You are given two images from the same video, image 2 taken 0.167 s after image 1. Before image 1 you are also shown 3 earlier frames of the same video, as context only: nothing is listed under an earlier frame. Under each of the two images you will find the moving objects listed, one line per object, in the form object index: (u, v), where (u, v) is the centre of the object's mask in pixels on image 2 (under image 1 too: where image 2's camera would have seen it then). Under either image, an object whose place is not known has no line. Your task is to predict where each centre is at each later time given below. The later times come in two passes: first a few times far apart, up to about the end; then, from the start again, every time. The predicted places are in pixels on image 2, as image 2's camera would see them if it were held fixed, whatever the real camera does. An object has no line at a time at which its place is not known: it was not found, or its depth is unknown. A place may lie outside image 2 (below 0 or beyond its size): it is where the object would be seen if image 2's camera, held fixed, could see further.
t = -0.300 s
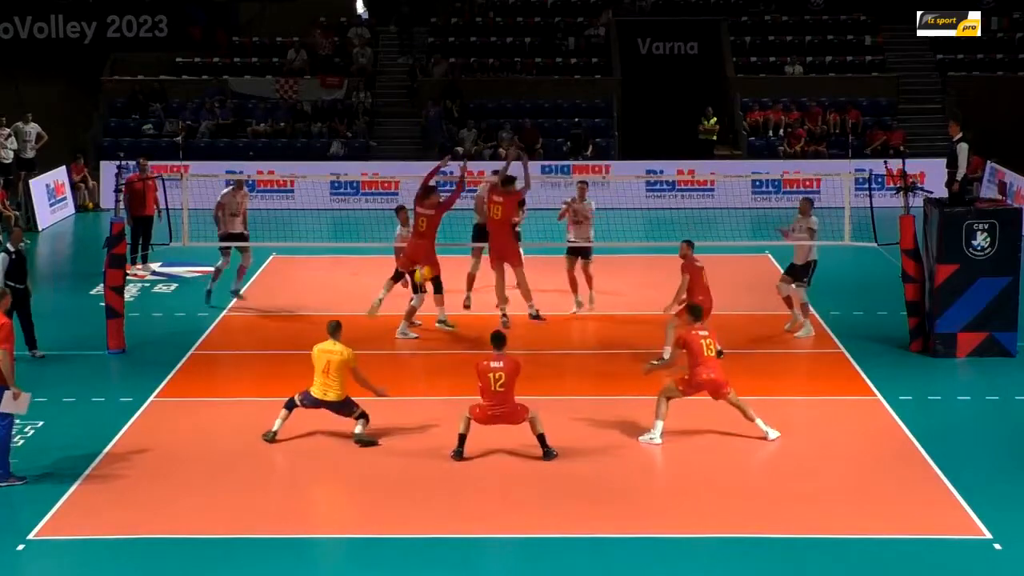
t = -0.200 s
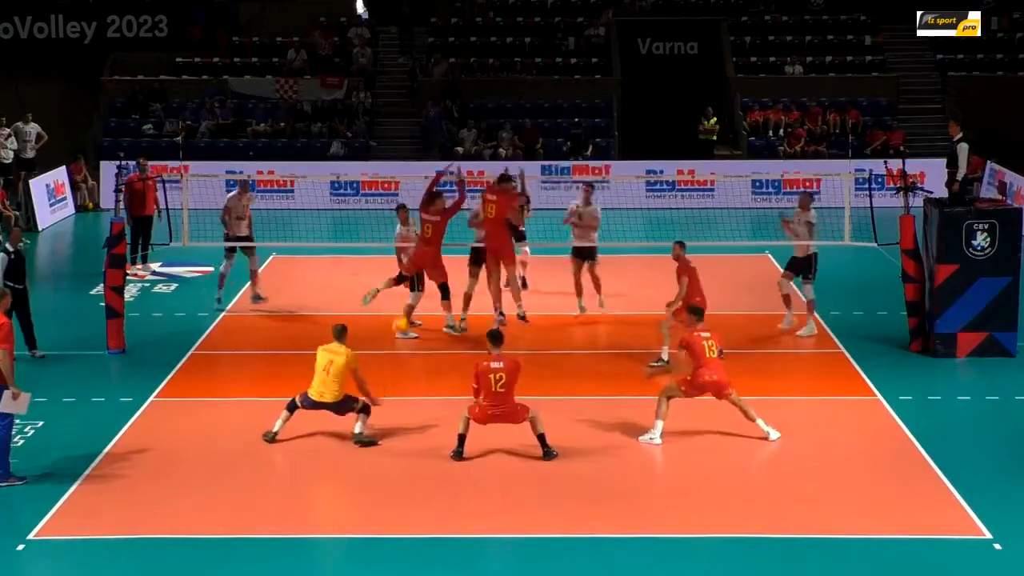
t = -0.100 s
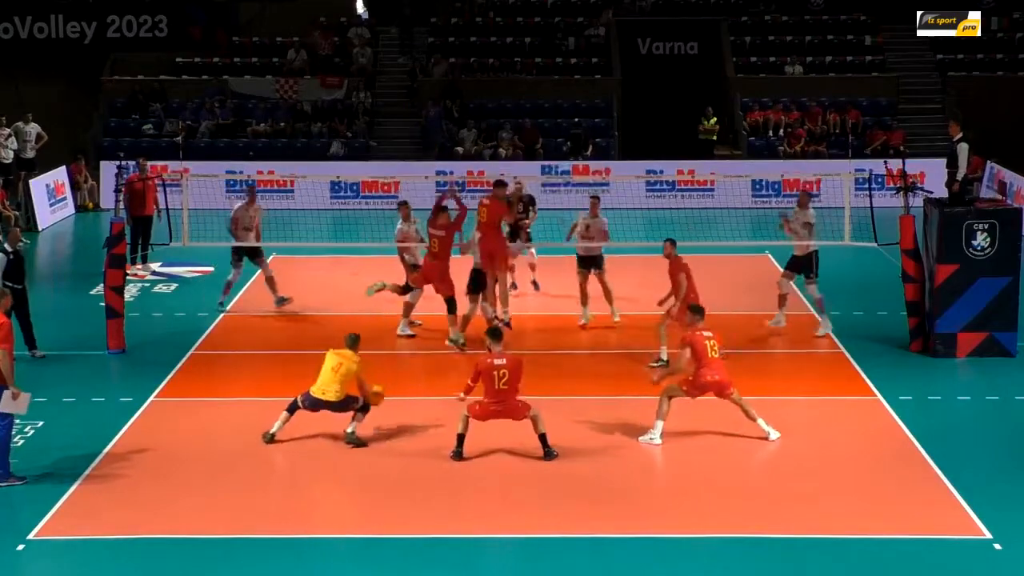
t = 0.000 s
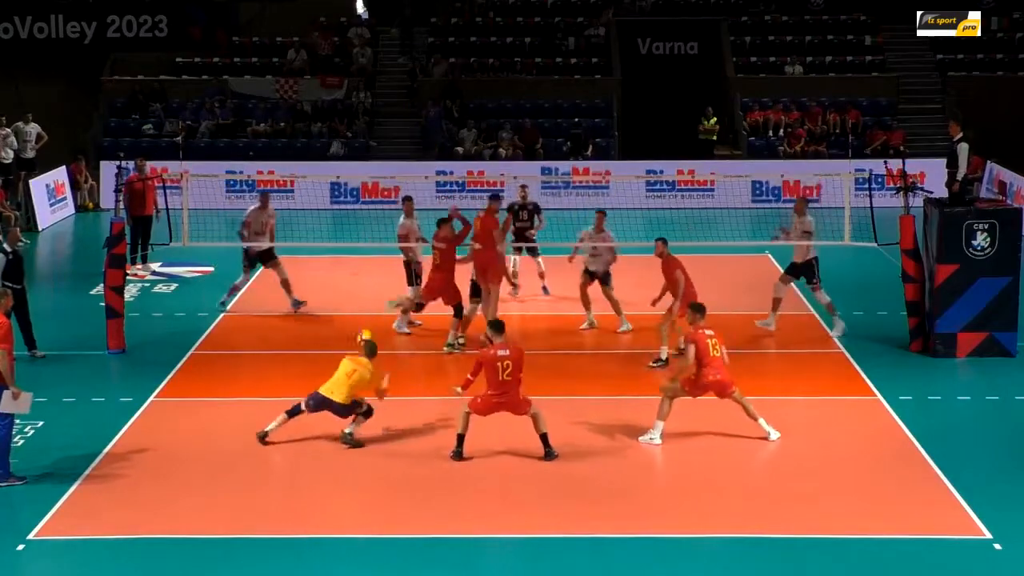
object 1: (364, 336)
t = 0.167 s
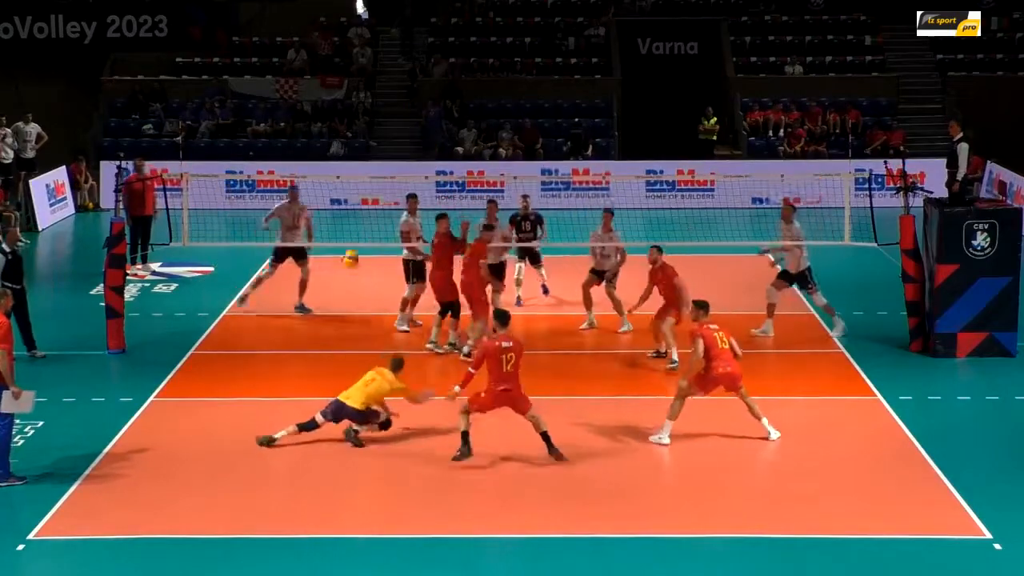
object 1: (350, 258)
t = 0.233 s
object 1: (345, 239)
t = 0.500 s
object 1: (321, 185)
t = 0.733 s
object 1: (303, 188)
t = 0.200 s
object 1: (349, 251)
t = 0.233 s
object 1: (345, 239)
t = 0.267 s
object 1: (341, 227)
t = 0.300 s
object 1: (339, 222)
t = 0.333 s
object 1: (336, 213)
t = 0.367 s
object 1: (334, 209)
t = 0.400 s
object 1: (331, 198)
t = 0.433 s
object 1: (328, 195)
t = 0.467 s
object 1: (323, 187)
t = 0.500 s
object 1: (321, 185)
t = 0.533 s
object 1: (318, 183)
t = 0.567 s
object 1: (316, 182)
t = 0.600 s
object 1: (314, 181)
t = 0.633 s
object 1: (310, 183)
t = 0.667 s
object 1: (308, 183)
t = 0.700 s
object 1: (306, 184)
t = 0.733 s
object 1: (303, 188)
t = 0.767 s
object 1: (302, 190)
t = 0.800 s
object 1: (298, 196)
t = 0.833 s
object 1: (295, 202)
